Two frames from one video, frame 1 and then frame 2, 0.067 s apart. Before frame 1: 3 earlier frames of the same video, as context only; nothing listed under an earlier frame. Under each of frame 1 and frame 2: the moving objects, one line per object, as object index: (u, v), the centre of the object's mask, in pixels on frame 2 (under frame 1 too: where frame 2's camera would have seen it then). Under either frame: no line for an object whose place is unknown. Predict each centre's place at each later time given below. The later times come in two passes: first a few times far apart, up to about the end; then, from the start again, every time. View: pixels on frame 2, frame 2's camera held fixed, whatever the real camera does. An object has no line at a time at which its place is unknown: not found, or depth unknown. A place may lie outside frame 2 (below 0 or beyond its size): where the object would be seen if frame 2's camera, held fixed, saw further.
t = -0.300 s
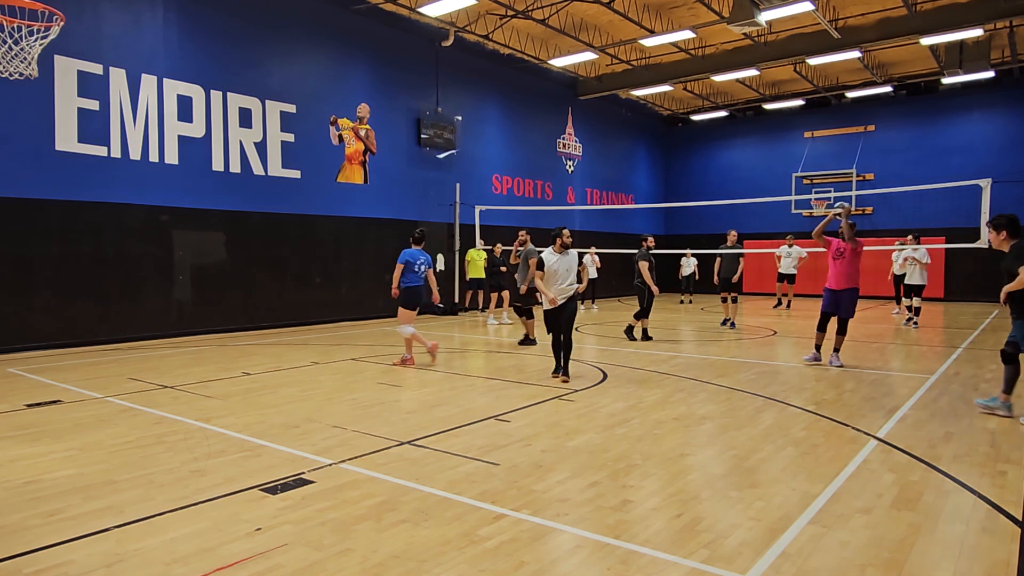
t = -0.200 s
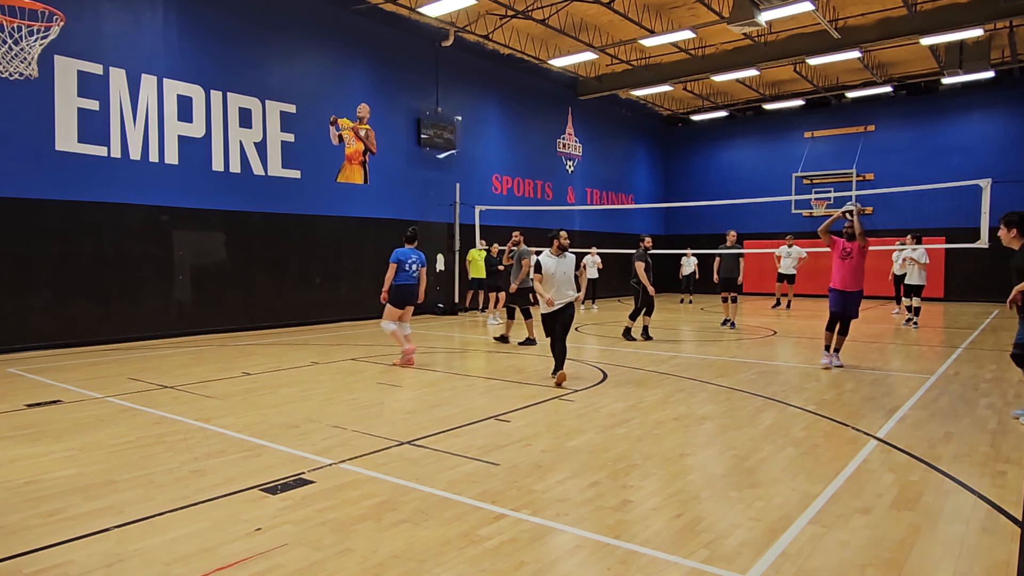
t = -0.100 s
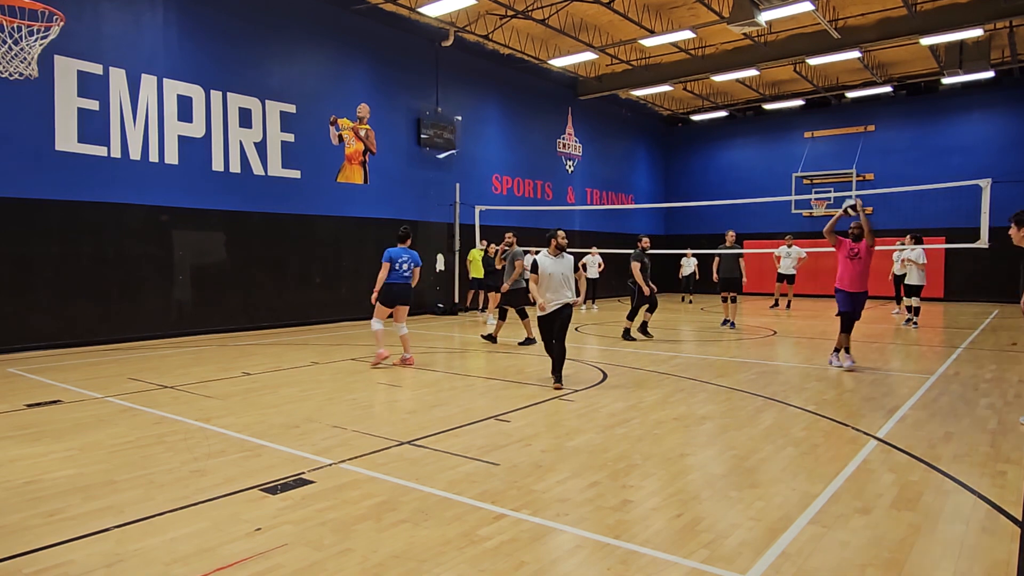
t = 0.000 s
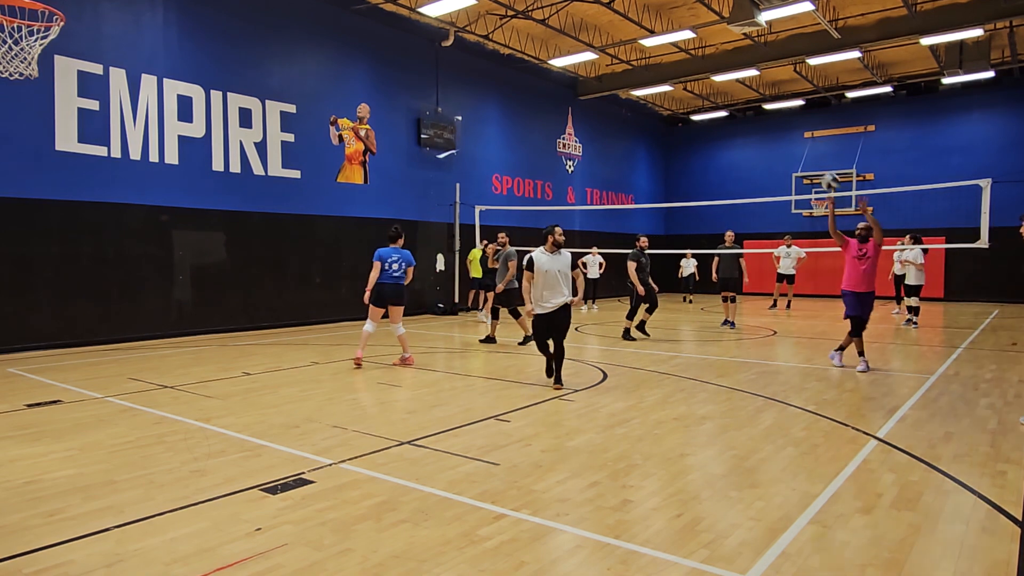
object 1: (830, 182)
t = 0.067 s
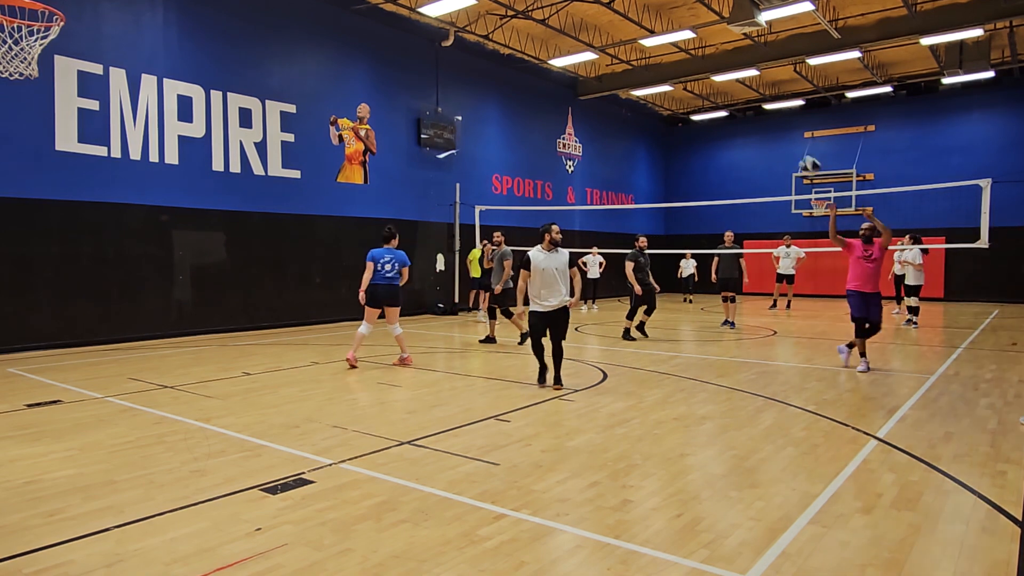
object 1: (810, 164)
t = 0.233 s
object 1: (755, 139)
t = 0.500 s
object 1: (656, 146)
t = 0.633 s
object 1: (600, 176)
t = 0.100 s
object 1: (799, 158)
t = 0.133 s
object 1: (788, 153)
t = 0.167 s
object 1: (778, 147)
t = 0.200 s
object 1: (767, 143)
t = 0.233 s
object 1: (755, 139)
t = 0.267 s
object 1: (744, 136)
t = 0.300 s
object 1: (731, 135)
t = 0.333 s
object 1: (720, 134)
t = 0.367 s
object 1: (708, 135)
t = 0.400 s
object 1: (695, 136)
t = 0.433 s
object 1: (683, 138)
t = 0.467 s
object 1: (669, 142)
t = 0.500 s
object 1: (656, 146)
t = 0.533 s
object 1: (643, 151)
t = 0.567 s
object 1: (628, 158)
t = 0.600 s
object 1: (614, 166)
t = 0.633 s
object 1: (600, 176)
